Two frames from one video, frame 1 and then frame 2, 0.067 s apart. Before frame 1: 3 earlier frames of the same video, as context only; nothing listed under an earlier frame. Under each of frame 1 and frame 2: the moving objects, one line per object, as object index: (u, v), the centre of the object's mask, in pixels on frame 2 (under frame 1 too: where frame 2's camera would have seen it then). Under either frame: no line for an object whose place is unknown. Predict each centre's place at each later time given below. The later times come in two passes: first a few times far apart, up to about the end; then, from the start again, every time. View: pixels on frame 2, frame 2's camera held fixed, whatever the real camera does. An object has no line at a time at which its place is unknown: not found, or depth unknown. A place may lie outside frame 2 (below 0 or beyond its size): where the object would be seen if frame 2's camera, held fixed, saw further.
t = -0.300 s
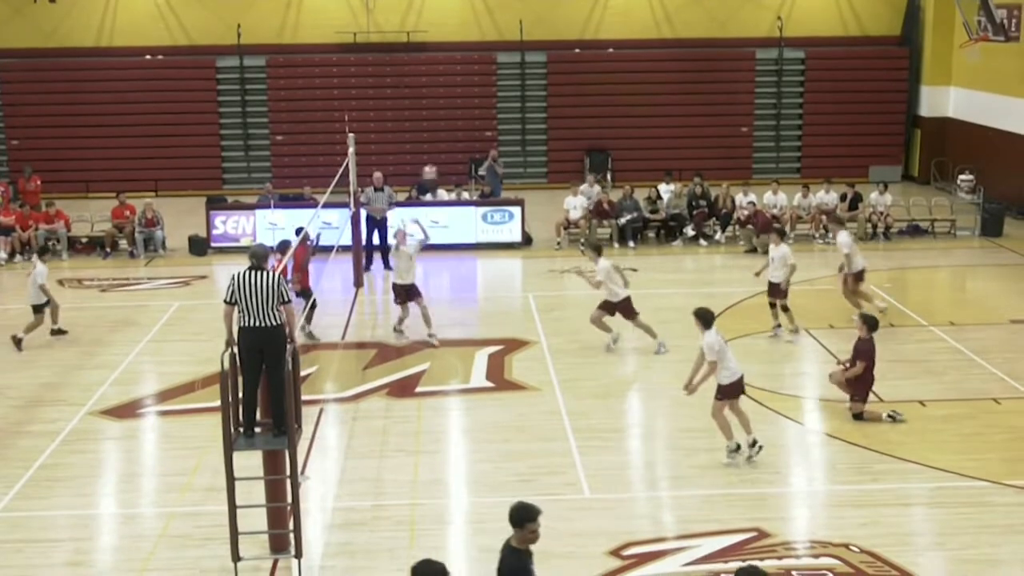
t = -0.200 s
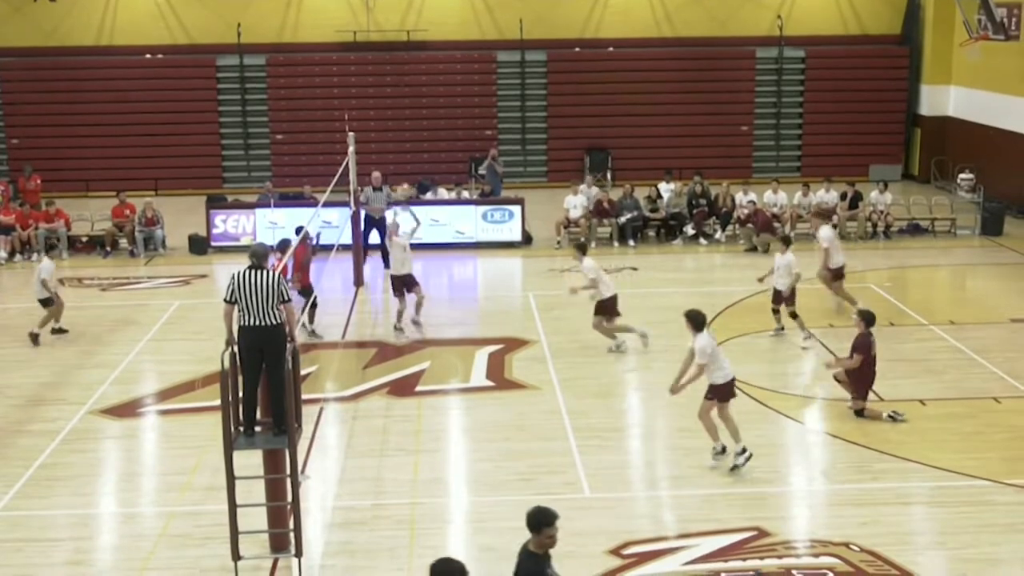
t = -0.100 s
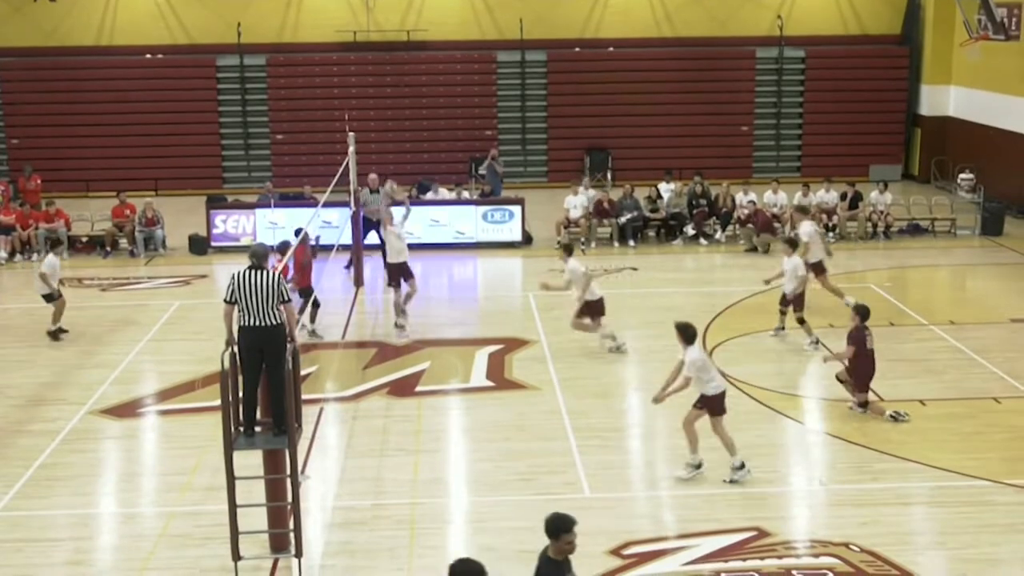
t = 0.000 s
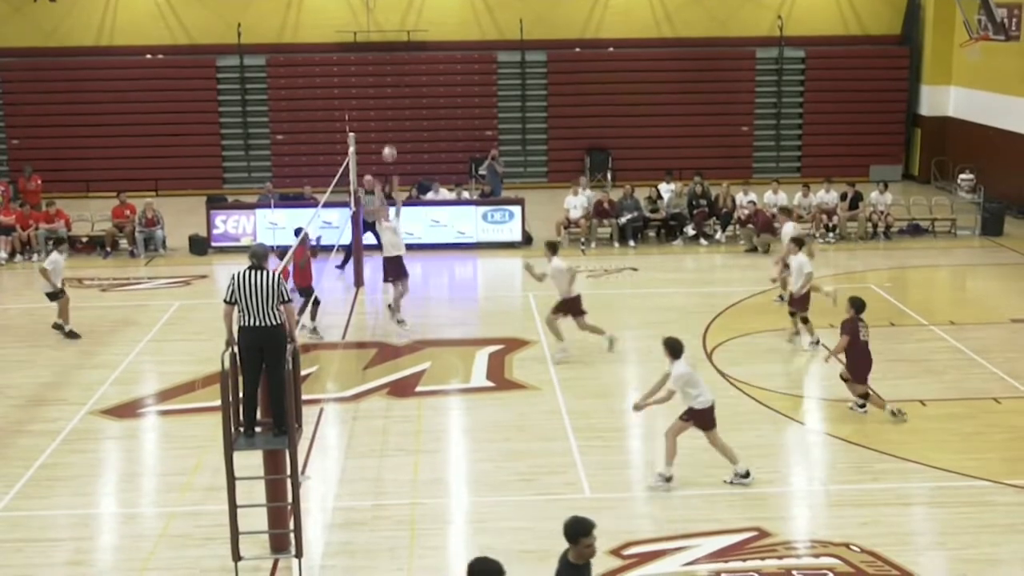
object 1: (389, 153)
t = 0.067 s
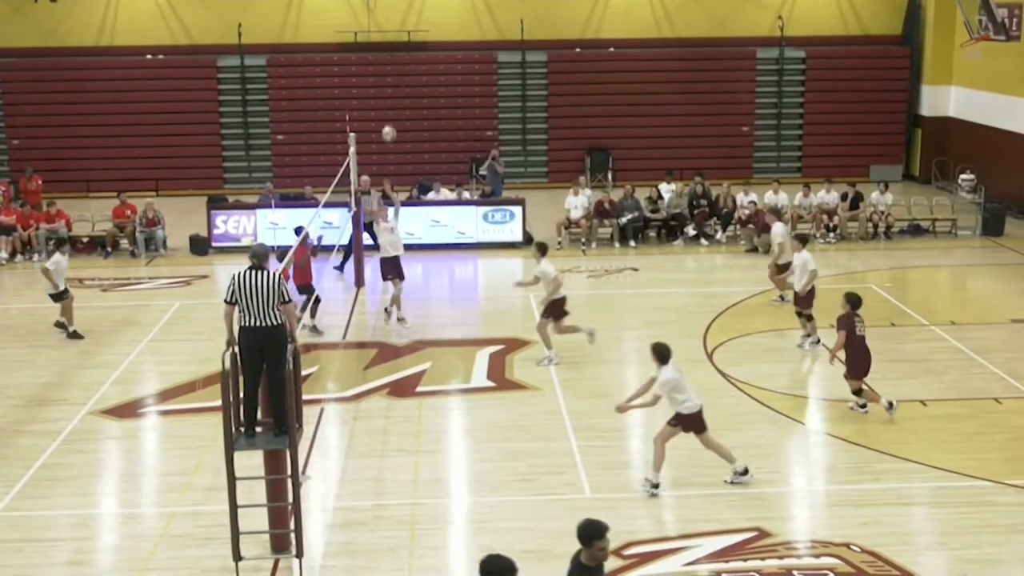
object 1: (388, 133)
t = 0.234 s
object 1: (385, 96)
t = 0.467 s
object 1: (382, 76)
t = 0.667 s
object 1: (380, 87)
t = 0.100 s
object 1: (388, 124)
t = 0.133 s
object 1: (387, 116)
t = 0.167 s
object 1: (387, 108)
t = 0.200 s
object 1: (386, 102)
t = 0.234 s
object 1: (385, 96)
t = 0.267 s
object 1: (385, 91)
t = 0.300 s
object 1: (384, 86)
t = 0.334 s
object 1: (384, 83)
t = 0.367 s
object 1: (383, 80)
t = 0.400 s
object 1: (383, 78)
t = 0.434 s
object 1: (382, 76)
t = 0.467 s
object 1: (382, 76)
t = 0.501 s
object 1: (381, 76)
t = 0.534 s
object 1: (381, 76)
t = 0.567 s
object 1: (381, 78)
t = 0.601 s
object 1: (381, 80)
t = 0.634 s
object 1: (380, 83)
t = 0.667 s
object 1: (380, 87)
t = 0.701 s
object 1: (380, 92)
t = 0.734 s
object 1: (380, 97)
